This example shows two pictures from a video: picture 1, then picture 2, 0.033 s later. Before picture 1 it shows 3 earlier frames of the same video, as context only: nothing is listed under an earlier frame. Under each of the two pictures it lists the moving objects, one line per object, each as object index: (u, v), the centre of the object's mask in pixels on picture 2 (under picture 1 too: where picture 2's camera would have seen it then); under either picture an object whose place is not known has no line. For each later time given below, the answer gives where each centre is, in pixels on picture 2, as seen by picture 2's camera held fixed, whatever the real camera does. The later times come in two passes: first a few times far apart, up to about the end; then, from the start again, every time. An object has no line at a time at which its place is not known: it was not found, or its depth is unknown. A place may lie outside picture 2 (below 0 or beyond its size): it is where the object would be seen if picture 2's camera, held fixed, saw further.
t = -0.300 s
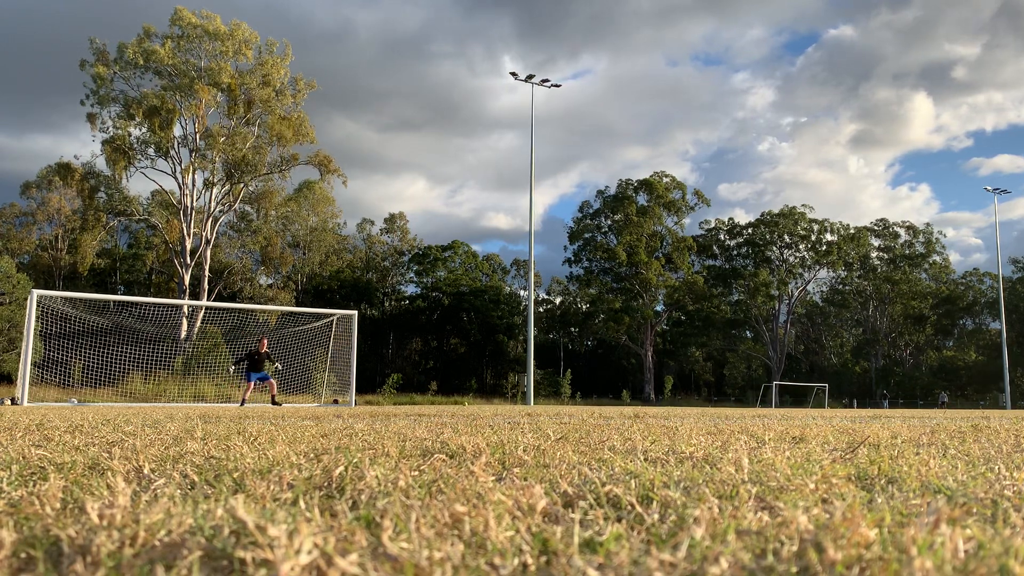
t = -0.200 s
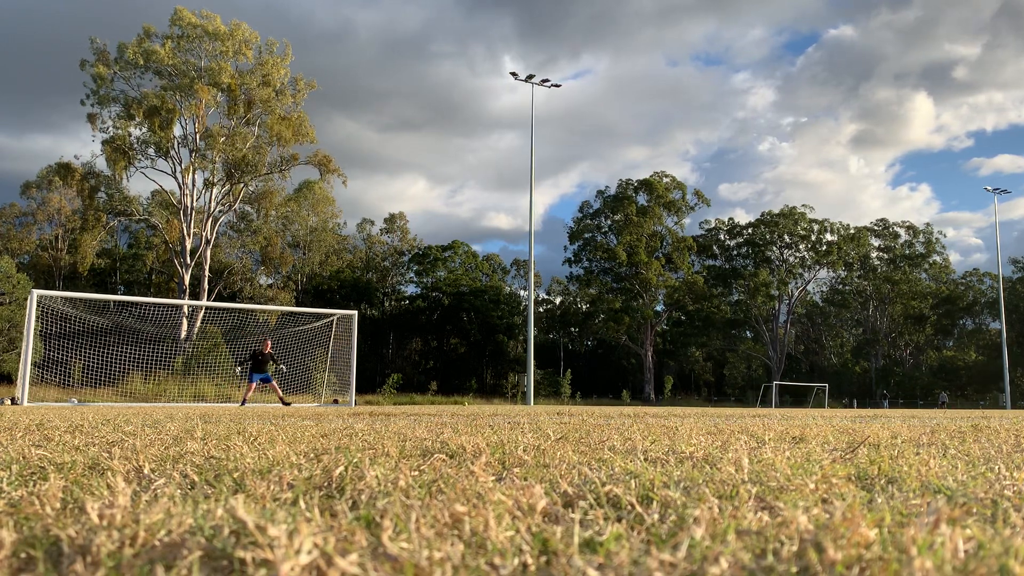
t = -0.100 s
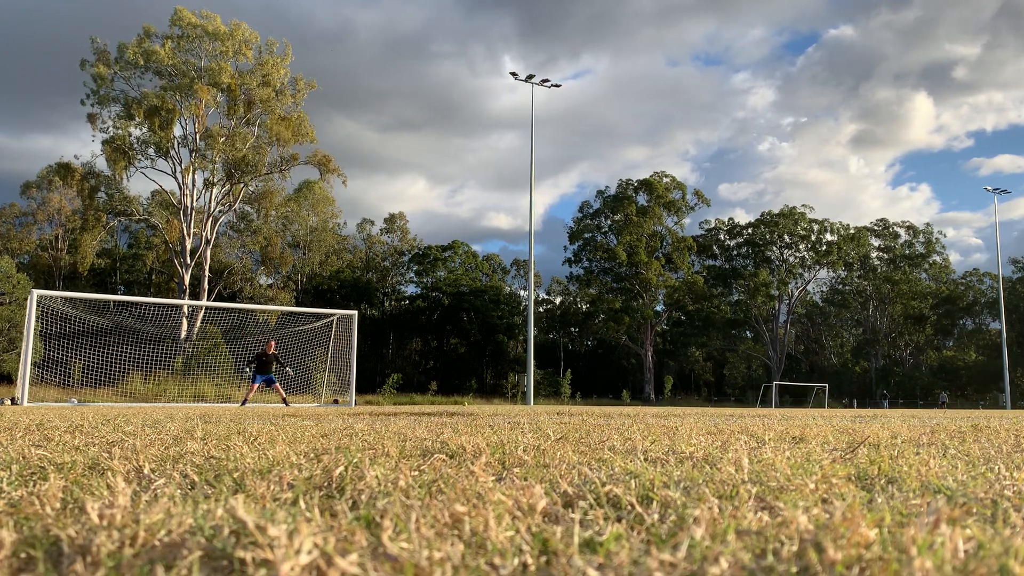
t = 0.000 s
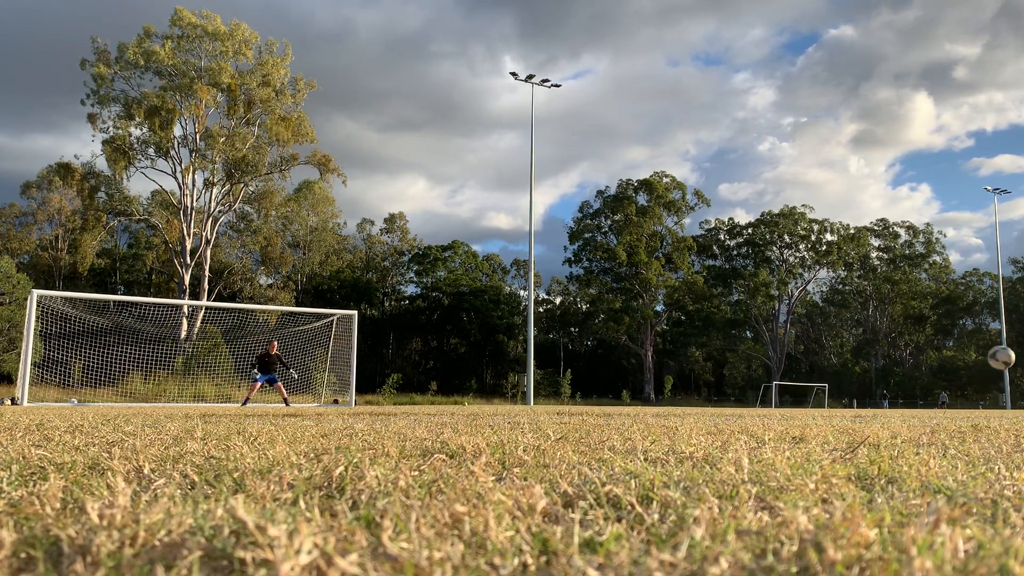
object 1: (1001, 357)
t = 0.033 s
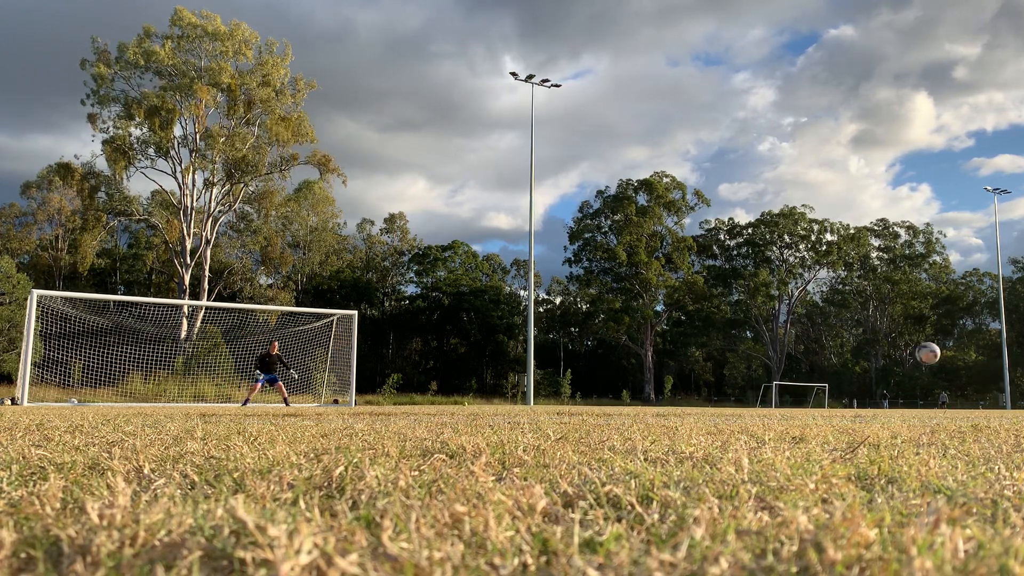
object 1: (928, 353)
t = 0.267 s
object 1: (609, 344)
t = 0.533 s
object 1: (442, 358)
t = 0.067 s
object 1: (864, 349)
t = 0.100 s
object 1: (808, 347)
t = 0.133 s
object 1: (759, 345)
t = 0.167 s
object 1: (715, 344)
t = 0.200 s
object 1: (676, 343)
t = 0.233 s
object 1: (641, 343)
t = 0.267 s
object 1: (609, 344)
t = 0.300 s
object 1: (581, 344)
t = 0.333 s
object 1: (556, 346)
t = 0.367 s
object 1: (533, 347)
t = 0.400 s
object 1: (511, 349)
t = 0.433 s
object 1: (492, 351)
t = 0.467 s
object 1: (474, 353)
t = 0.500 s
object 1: (457, 356)
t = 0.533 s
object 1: (442, 358)
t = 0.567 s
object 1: (428, 361)
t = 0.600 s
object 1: (414, 364)
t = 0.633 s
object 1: (402, 367)
